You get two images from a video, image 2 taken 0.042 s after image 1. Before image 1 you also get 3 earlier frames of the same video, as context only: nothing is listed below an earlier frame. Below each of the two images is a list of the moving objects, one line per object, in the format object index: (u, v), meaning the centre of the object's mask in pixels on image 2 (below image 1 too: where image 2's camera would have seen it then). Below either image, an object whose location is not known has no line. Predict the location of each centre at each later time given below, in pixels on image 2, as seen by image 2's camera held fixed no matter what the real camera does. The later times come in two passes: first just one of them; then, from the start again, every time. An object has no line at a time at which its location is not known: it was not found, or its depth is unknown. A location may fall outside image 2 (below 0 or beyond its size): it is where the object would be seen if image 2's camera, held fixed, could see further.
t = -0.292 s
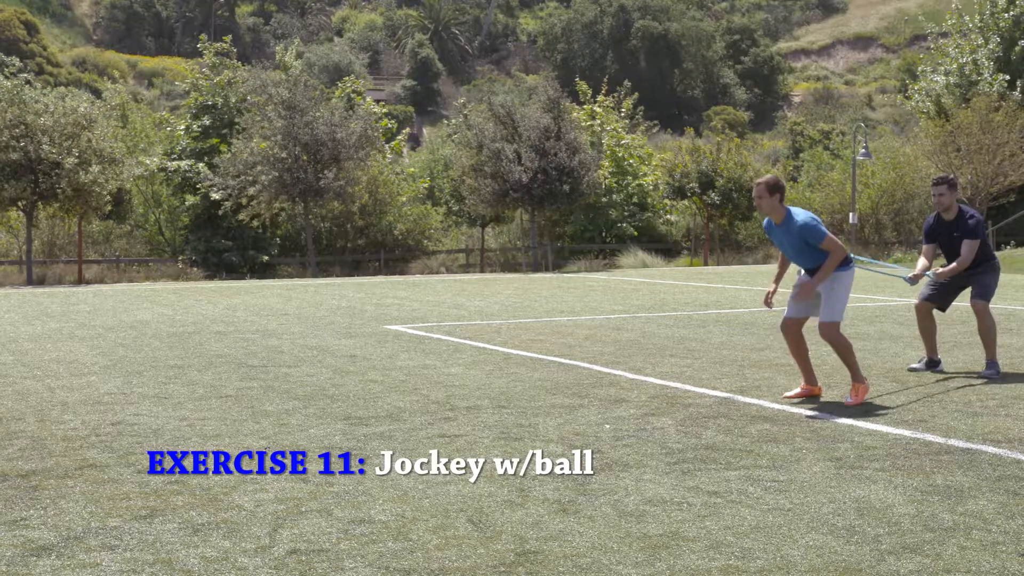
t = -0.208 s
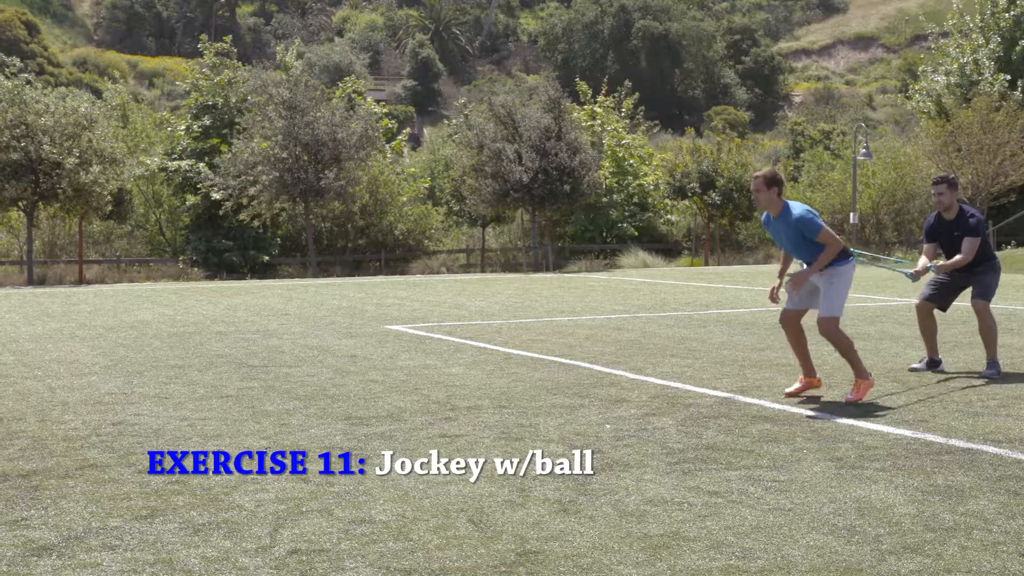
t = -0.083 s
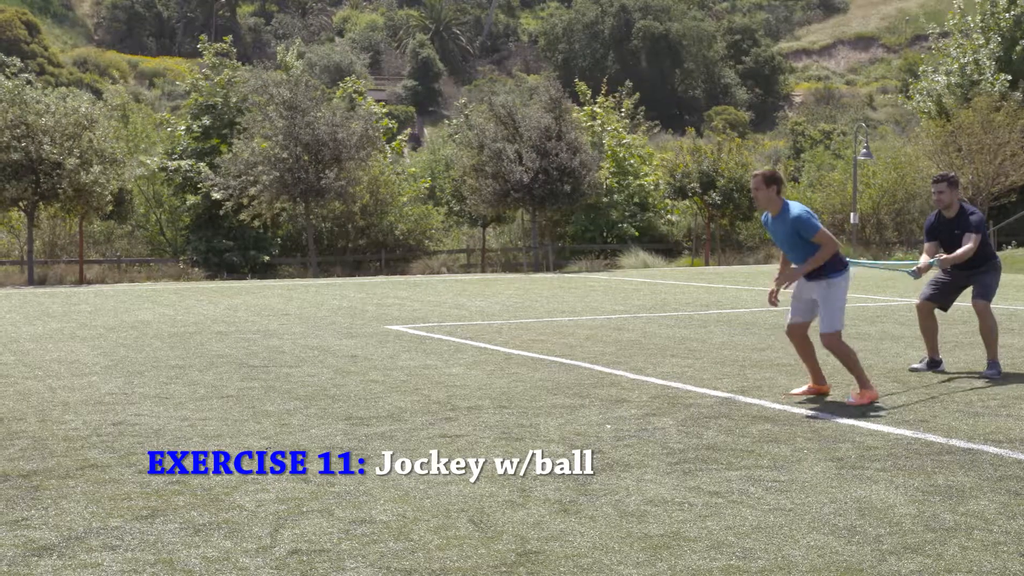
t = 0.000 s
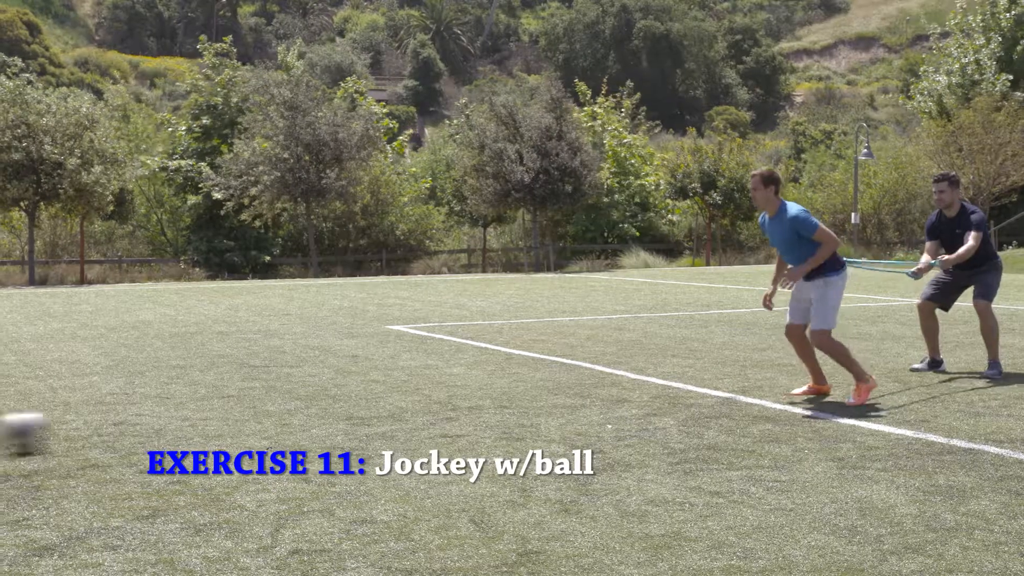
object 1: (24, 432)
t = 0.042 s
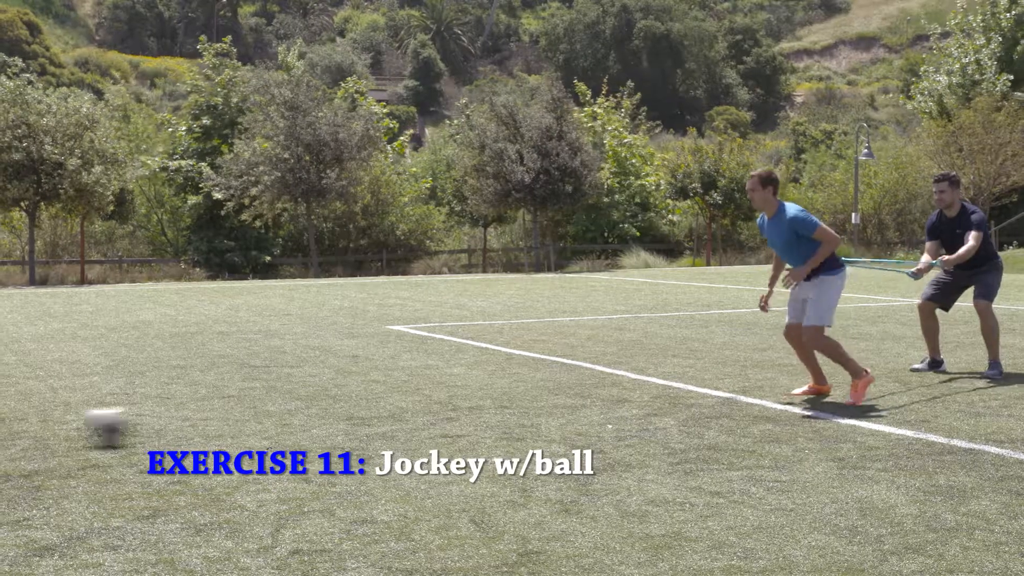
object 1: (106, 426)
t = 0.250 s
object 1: (445, 401)
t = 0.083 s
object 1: (186, 423)
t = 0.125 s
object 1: (255, 418)
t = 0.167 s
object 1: (325, 410)
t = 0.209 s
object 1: (385, 408)
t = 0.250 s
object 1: (445, 401)
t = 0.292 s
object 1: (498, 399)
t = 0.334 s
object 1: (548, 397)
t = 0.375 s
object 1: (597, 394)
